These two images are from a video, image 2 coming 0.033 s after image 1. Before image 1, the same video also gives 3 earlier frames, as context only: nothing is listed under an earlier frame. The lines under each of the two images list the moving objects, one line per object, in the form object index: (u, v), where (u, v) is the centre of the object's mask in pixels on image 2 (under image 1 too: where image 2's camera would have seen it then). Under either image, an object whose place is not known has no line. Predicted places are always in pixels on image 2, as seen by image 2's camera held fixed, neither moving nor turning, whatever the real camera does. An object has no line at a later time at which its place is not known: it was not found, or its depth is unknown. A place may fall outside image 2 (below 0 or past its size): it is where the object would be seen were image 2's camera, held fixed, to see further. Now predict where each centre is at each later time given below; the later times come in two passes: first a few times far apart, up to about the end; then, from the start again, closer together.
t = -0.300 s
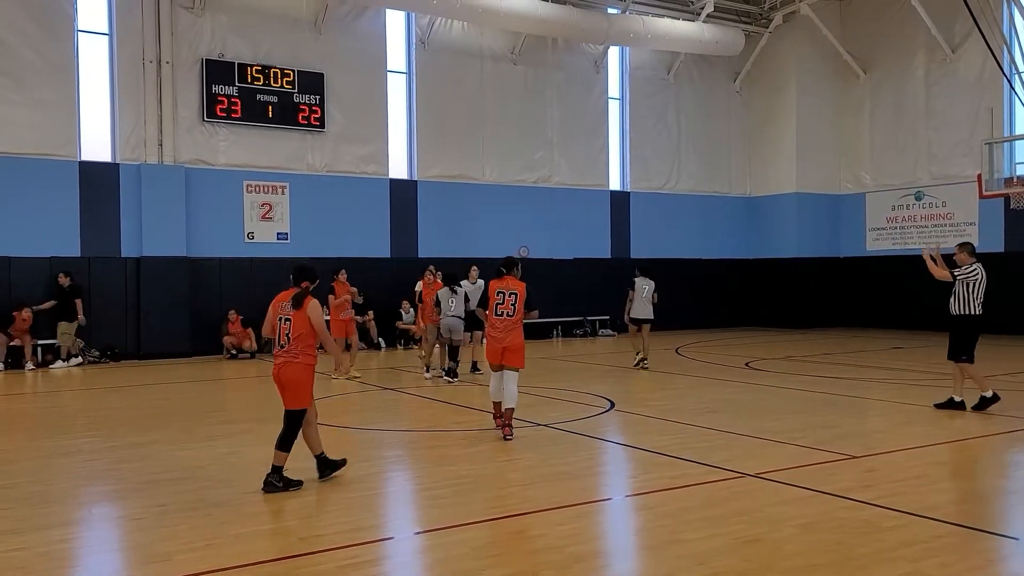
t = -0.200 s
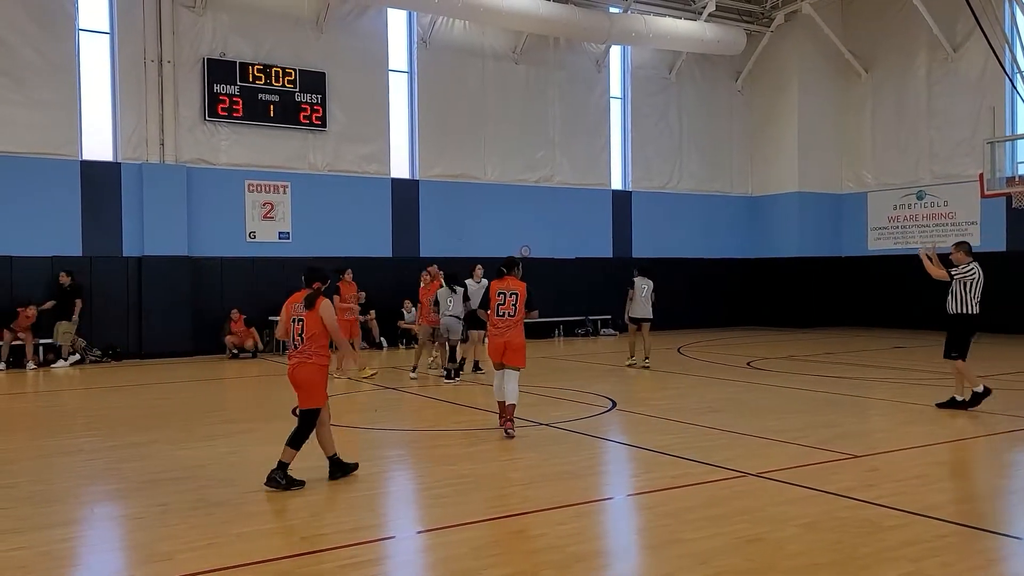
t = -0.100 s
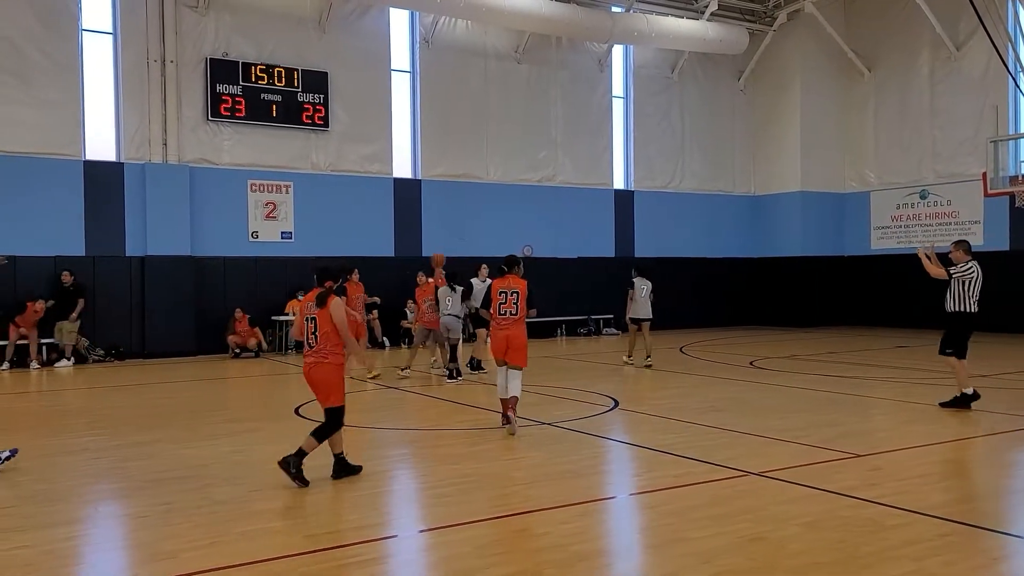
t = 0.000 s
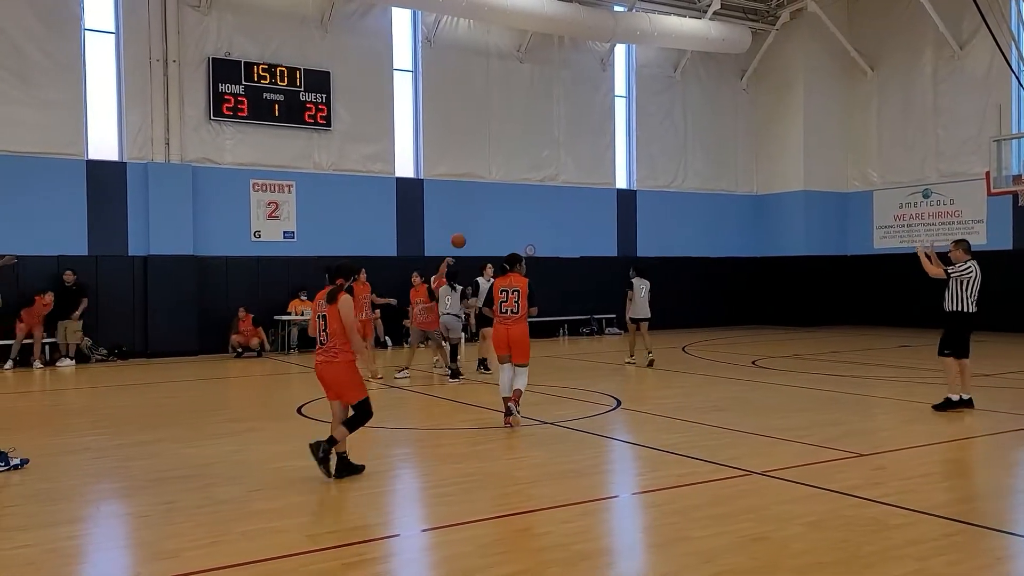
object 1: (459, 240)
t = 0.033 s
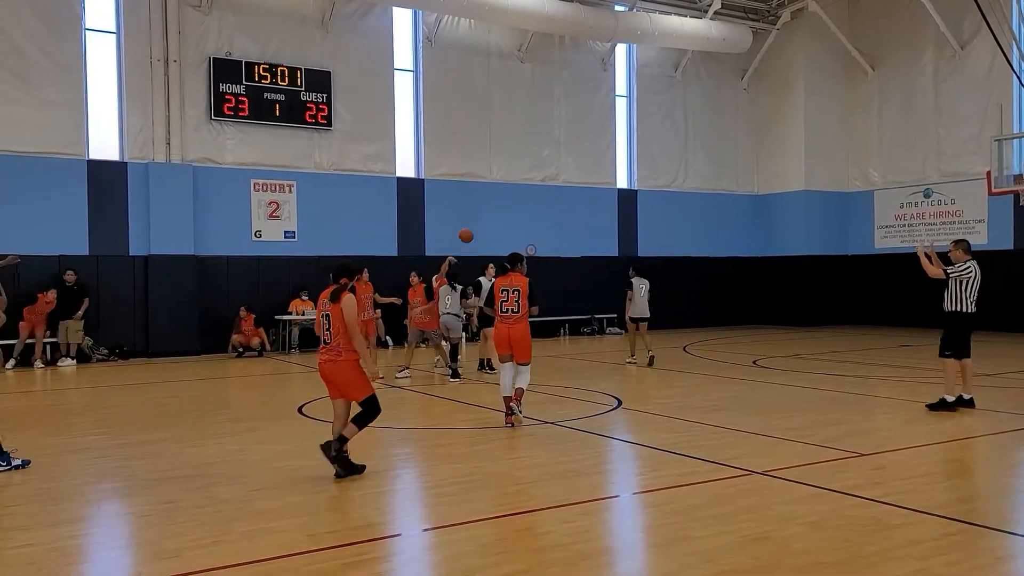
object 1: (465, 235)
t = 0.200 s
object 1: (500, 221)
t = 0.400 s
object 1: (545, 227)
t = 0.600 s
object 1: (594, 263)
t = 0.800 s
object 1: (646, 329)
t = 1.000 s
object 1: (686, 350)
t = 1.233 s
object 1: (716, 296)
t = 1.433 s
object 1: (743, 282)
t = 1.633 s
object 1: (771, 301)
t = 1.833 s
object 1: (801, 357)
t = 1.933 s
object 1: (816, 390)
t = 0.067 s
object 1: (472, 231)
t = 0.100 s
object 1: (479, 228)
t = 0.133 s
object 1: (486, 225)
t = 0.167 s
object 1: (493, 222)
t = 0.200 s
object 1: (500, 221)
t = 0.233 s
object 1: (507, 220)
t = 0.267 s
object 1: (515, 220)
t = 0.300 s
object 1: (522, 221)
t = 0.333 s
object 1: (529, 222)
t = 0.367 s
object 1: (537, 225)
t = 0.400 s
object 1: (545, 227)
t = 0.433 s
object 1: (553, 232)
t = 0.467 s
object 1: (561, 236)
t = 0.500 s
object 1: (568, 242)
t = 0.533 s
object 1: (577, 248)
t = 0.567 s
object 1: (585, 255)
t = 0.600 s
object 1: (594, 263)
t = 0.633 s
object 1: (602, 272)
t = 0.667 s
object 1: (610, 281)
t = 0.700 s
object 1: (618, 293)
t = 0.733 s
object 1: (628, 304)
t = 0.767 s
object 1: (637, 317)
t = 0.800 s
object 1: (646, 329)
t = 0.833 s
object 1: (655, 345)
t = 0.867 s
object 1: (663, 362)
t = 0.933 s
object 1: (678, 373)
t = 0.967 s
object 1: (682, 362)
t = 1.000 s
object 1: (686, 350)
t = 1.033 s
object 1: (691, 339)
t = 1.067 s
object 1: (695, 329)
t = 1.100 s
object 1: (699, 321)
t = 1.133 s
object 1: (703, 314)
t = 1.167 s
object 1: (707, 306)
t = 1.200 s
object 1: (711, 301)
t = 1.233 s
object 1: (716, 296)
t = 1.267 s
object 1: (720, 291)
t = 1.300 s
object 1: (725, 288)
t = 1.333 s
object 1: (729, 285)
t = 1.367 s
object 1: (734, 283)
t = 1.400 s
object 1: (738, 282)
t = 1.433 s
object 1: (743, 282)
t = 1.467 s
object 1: (747, 283)
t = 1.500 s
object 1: (752, 285)
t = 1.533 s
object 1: (757, 287)
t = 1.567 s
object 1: (762, 291)
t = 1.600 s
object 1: (766, 296)
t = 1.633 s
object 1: (771, 301)
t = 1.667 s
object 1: (776, 308)
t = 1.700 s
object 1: (781, 315)
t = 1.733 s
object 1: (786, 323)
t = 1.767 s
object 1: (791, 332)
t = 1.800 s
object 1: (795, 342)
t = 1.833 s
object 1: (801, 357)
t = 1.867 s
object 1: (806, 368)
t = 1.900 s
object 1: (811, 381)
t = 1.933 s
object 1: (816, 390)
